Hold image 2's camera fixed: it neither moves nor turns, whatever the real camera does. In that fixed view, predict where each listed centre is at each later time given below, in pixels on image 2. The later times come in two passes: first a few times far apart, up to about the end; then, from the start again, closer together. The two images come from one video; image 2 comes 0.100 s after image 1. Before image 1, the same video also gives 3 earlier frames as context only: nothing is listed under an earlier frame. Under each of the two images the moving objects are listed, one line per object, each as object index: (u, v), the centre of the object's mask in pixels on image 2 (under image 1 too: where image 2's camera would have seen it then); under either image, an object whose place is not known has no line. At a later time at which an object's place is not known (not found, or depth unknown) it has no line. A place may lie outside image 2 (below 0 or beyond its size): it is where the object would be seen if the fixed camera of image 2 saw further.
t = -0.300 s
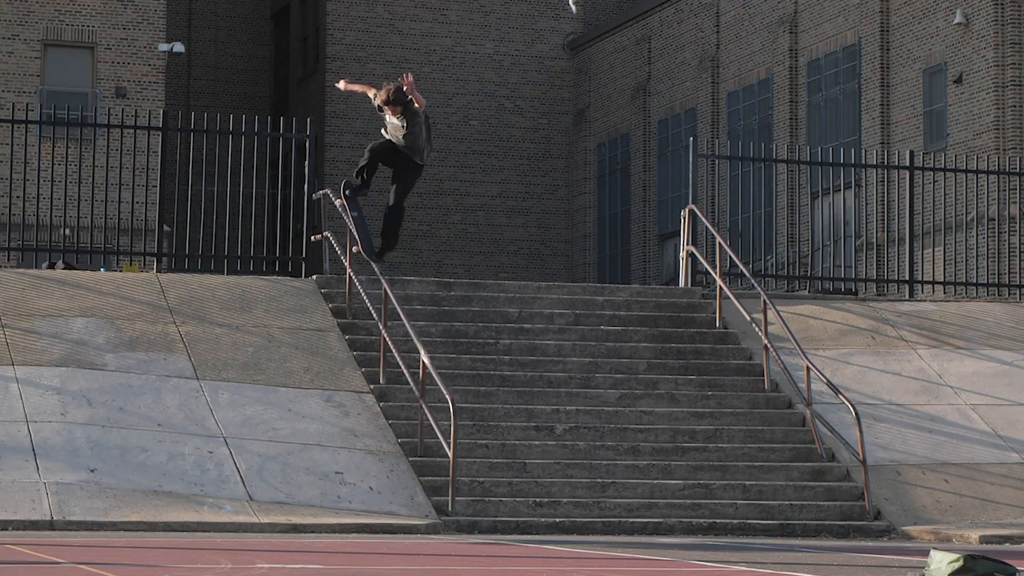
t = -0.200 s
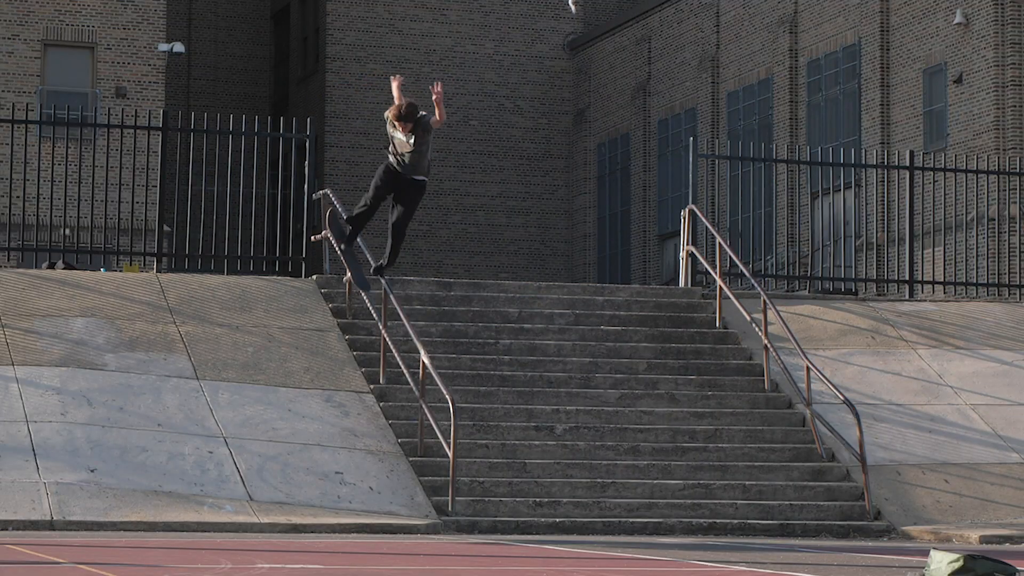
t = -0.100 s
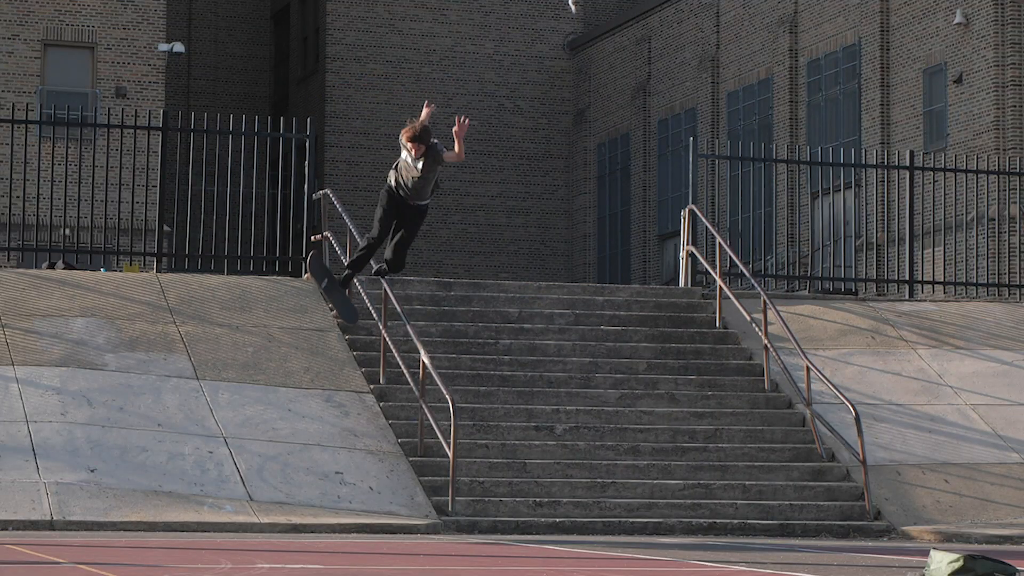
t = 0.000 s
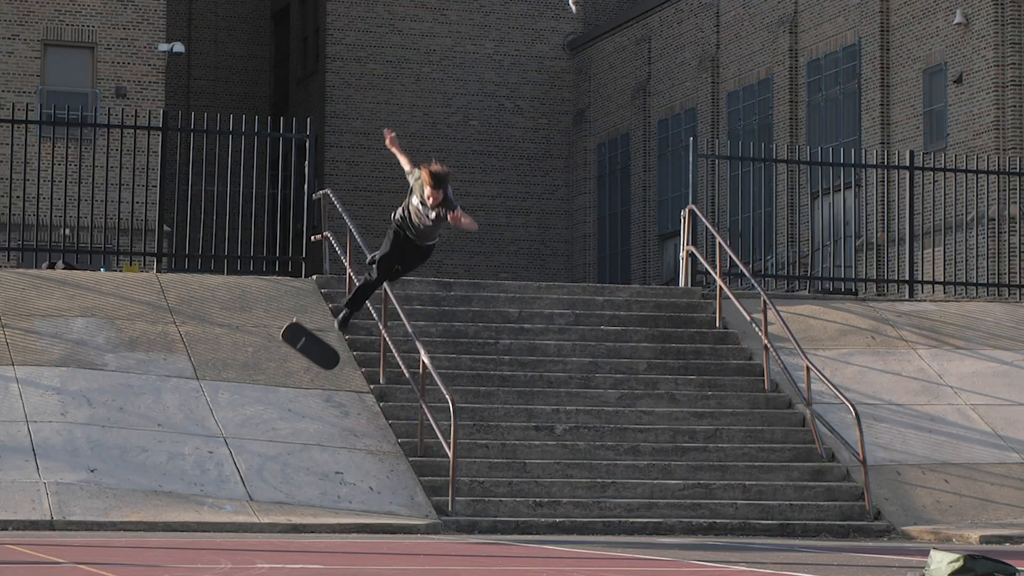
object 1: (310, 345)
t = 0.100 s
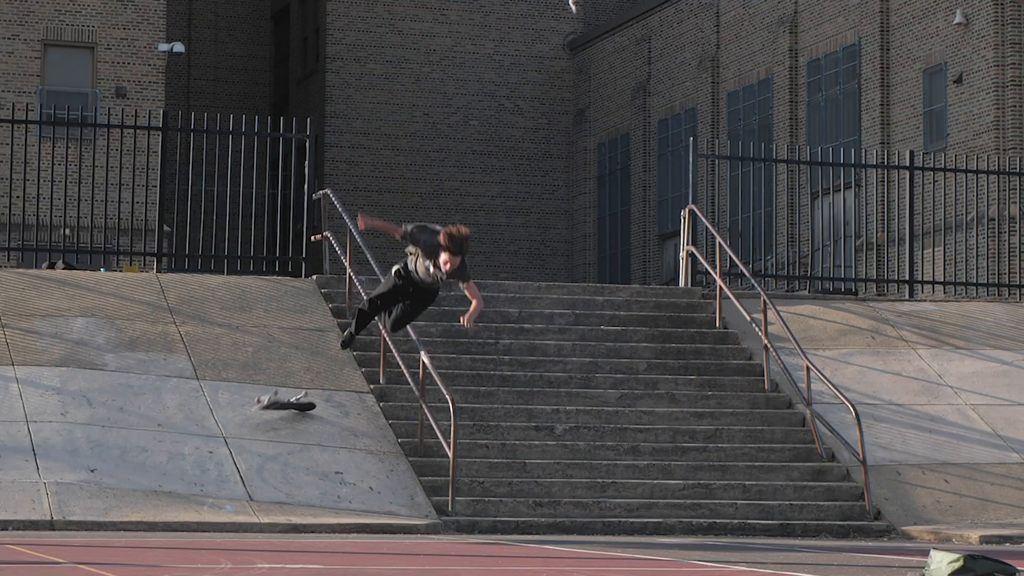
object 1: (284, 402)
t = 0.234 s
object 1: (265, 421)
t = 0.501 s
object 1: (248, 469)
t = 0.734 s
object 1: (253, 519)
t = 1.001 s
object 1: (276, 518)
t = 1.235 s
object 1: (292, 514)
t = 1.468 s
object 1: (310, 520)
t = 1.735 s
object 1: (321, 515)
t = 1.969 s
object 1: (333, 527)
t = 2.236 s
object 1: (351, 530)
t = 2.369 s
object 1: (361, 530)
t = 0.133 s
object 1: (270, 423)
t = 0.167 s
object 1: (268, 423)
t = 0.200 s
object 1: (267, 422)
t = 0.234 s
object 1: (265, 421)
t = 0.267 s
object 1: (263, 422)
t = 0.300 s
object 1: (260, 426)
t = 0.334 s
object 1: (259, 429)
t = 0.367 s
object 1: (259, 430)
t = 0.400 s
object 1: (257, 435)
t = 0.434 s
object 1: (253, 444)
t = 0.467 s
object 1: (249, 458)
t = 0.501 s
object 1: (248, 469)
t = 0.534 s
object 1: (248, 472)
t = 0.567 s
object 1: (249, 477)
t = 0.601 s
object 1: (250, 483)
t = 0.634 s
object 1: (251, 494)
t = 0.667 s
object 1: (251, 504)
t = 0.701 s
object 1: (251, 517)
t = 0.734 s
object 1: (253, 519)
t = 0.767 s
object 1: (254, 519)
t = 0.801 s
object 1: (255, 515)
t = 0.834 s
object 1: (258, 511)
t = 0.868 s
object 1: (263, 509)
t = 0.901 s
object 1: (265, 509)
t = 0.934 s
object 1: (269, 513)
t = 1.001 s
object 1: (276, 518)
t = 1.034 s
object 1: (278, 515)
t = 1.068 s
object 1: (281, 511)
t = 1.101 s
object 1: (283, 508)
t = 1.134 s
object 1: (287, 511)
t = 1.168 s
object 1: (289, 512)
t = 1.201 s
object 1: (291, 514)
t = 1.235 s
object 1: (292, 514)
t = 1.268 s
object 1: (294, 517)
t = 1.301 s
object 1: (297, 520)
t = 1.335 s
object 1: (299, 516)
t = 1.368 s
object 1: (297, 513)
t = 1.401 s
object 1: (306, 513)
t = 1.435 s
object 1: (308, 516)
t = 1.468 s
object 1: (310, 520)
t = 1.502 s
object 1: (312, 524)
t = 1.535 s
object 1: (313, 528)
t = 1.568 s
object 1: (312, 531)
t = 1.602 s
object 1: (314, 526)
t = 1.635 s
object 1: (317, 520)
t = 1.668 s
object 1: (318, 517)
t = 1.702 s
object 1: (320, 515)
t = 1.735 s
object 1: (321, 515)
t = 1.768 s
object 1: (323, 517)
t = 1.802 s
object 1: (324, 519)
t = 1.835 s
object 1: (325, 521)
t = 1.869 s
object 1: (327, 521)
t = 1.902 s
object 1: (328, 521)
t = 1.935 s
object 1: (331, 522)
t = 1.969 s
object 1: (333, 527)
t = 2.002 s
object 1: (333, 529)
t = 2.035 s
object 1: (334, 528)
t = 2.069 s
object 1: (334, 528)
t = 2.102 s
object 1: (336, 528)
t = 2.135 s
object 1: (338, 528)
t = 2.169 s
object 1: (342, 529)
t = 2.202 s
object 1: (348, 530)
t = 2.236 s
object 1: (351, 530)
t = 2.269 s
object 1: (352, 530)
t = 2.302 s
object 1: (356, 530)
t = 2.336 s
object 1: (358, 530)
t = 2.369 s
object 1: (361, 530)
